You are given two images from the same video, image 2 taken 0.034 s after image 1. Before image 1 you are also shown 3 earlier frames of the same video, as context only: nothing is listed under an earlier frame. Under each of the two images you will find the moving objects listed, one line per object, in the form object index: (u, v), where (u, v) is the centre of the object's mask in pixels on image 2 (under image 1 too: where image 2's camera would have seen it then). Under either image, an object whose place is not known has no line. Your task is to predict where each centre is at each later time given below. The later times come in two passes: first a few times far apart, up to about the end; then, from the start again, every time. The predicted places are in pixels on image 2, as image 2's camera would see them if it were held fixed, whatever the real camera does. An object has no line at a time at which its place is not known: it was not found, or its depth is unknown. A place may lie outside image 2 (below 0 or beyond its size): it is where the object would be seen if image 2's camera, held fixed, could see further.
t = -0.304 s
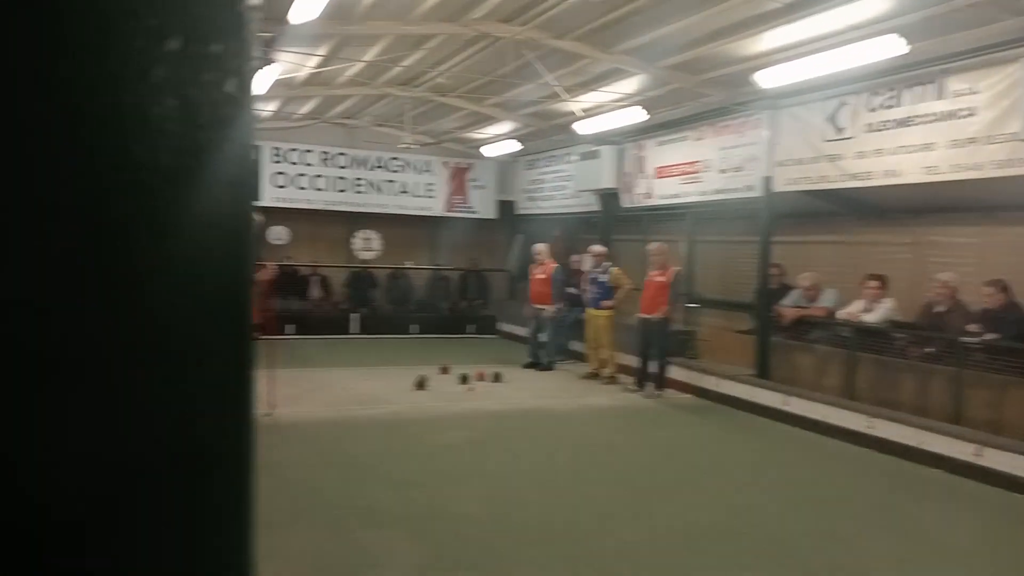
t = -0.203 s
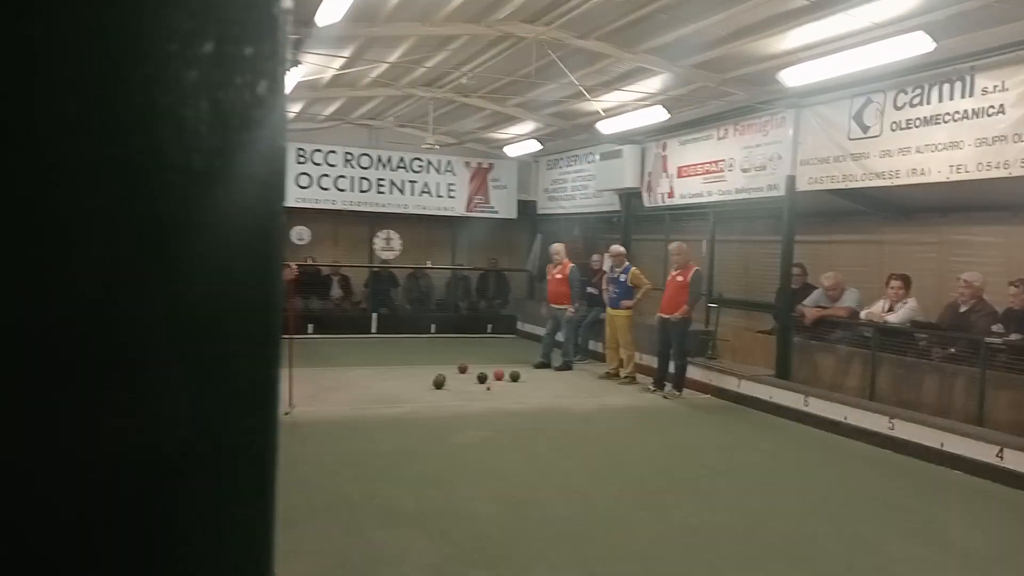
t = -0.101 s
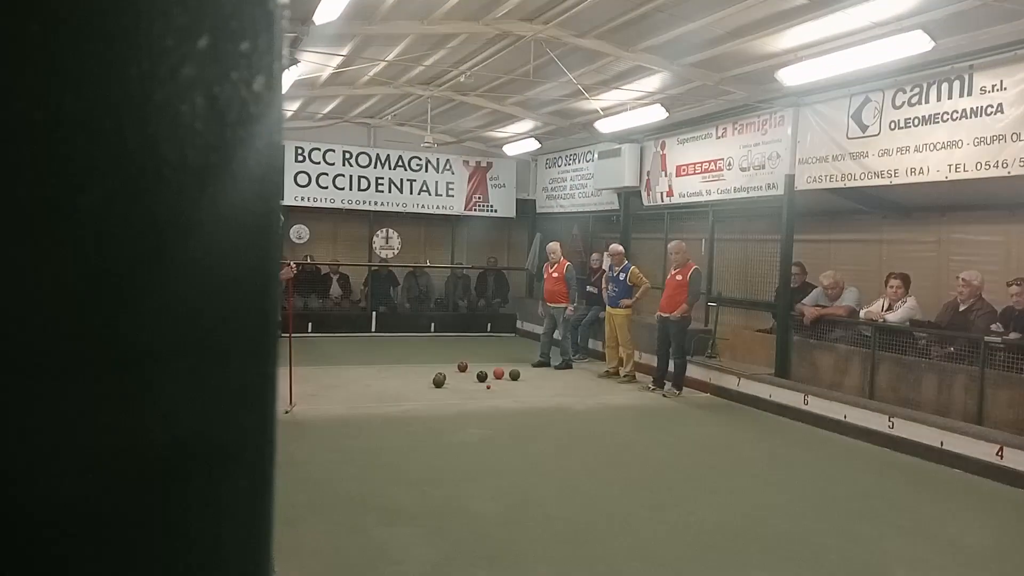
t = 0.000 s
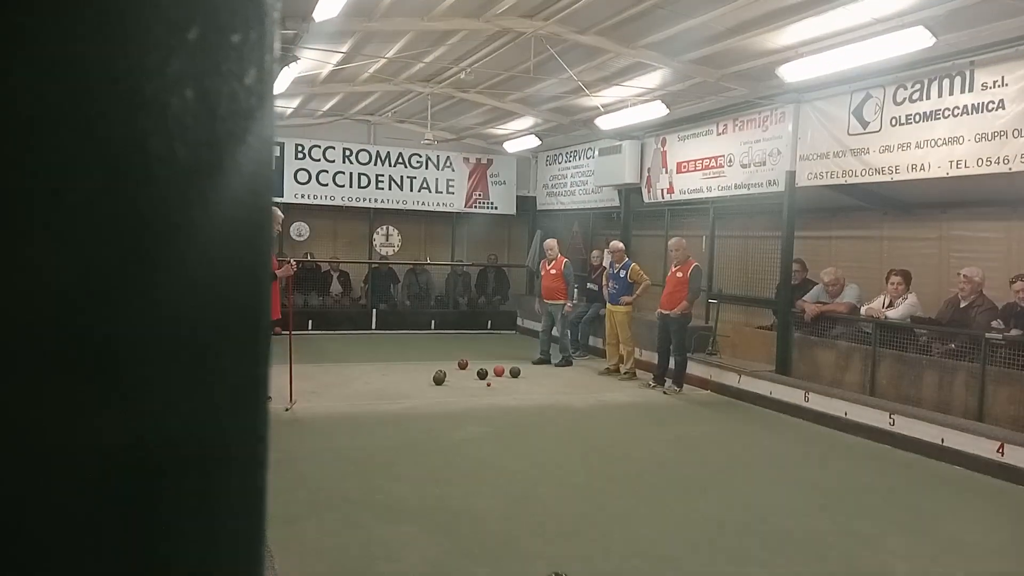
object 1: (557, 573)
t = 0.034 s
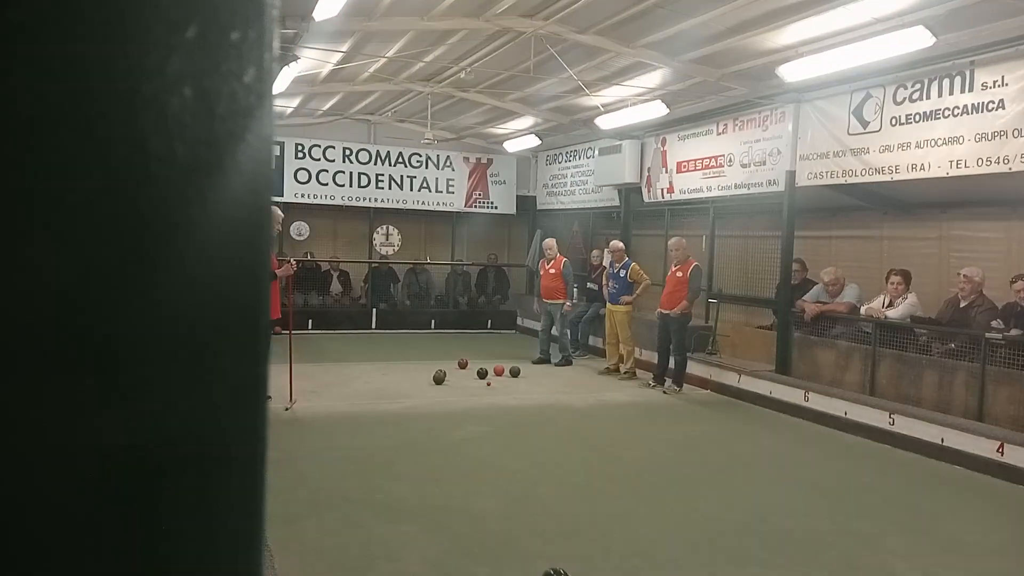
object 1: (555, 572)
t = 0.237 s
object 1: (545, 563)
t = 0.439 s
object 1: (537, 546)
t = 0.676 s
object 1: (528, 529)
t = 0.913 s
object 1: (521, 513)
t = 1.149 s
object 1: (514, 500)
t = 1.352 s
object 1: (508, 490)
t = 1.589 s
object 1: (503, 479)
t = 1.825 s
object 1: (498, 469)
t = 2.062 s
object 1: (494, 461)
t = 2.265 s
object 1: (491, 454)
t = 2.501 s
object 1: (487, 448)
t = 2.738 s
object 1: (484, 441)
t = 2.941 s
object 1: (482, 436)
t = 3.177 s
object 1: (480, 431)
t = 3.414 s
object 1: (477, 427)
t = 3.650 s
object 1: (475, 422)
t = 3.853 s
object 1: (473, 419)
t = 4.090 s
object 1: (471, 415)
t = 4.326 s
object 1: (469, 412)
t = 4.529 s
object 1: (467, 409)
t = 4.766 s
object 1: (465, 406)
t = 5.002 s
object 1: (464, 404)
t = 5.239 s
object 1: (463, 402)
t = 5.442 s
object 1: (462, 399)
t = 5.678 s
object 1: (461, 397)
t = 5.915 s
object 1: (461, 396)
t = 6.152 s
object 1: (461, 394)
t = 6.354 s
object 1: (461, 392)
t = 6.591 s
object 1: (461, 391)
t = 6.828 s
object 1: (462, 390)
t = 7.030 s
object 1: (462, 389)
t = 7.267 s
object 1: (461, 388)
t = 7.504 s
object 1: (461, 387)
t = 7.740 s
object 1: (461, 387)
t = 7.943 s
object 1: (460, 386)
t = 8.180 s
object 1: (459, 386)
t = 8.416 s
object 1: (459, 386)
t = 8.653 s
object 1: (459, 385)
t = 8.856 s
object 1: (458, 385)
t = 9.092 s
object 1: (458, 385)
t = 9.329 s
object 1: (458, 385)
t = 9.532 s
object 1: (458, 385)
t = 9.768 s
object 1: (458, 385)
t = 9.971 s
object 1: (458, 385)
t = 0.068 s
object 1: (553, 571)
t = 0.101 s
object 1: (552, 569)
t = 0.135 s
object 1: (551, 568)
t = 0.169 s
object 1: (548, 566)
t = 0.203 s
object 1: (547, 564)
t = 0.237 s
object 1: (545, 563)
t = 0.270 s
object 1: (544, 561)
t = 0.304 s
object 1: (542, 558)
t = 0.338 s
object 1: (541, 555)
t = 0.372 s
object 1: (539, 552)
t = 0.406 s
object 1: (538, 549)
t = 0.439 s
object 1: (537, 546)
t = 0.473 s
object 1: (535, 543)
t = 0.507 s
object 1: (534, 541)
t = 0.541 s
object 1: (533, 538)
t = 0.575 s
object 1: (532, 536)
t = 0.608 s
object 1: (531, 533)
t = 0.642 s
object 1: (529, 531)
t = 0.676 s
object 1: (528, 529)
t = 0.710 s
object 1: (527, 526)
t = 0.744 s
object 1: (526, 523)
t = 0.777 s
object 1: (525, 521)
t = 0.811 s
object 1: (524, 520)
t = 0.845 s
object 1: (523, 517)
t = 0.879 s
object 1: (522, 515)
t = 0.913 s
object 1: (521, 513)
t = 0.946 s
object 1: (520, 511)
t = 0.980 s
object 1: (519, 509)
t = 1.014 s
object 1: (518, 507)
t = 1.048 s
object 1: (517, 505)
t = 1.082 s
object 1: (516, 503)
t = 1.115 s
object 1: (515, 502)
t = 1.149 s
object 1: (514, 500)
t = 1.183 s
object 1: (513, 498)
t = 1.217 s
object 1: (512, 496)
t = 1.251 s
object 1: (511, 495)
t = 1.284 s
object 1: (510, 493)
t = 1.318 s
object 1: (509, 491)
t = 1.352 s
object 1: (508, 490)
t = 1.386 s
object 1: (507, 488)
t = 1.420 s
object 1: (506, 486)
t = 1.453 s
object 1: (506, 485)
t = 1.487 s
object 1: (505, 483)
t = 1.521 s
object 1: (504, 482)
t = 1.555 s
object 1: (504, 480)
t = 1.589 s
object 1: (503, 479)
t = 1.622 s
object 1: (502, 478)
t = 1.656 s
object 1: (501, 476)
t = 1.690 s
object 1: (501, 475)
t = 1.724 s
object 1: (500, 473)
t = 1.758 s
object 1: (499, 472)
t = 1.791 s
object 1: (499, 471)
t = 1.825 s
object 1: (498, 469)
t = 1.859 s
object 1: (497, 468)
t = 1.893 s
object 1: (497, 467)
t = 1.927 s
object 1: (496, 466)
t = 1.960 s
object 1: (495, 464)
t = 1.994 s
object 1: (495, 463)
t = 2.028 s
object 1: (494, 462)
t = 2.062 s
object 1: (494, 461)
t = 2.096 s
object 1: (493, 460)
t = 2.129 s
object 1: (493, 459)
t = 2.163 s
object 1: (492, 458)
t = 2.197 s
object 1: (492, 457)
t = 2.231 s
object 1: (491, 456)
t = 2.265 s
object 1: (491, 454)
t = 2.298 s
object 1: (490, 453)
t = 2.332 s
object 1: (489, 452)
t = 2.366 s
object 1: (489, 451)
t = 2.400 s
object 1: (489, 450)
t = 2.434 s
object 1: (488, 449)
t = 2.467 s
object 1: (488, 448)
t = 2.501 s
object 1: (487, 448)
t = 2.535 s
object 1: (487, 447)
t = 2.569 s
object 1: (486, 446)
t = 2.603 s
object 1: (486, 445)
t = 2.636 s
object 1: (486, 444)
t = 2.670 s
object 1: (485, 443)
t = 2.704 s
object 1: (485, 442)
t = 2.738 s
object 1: (484, 441)
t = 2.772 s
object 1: (484, 441)
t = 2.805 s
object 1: (484, 440)
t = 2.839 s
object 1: (483, 439)
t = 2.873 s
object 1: (483, 438)
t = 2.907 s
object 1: (482, 437)
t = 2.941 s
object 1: (482, 436)
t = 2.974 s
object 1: (482, 436)
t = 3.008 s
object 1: (481, 435)
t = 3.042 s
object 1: (481, 434)
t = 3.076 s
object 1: (481, 433)
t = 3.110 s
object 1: (480, 433)
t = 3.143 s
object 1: (480, 432)
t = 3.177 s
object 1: (480, 431)
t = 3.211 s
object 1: (479, 431)
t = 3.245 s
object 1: (479, 430)
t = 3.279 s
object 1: (479, 429)
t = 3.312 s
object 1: (478, 429)
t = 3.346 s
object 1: (478, 428)
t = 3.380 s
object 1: (478, 427)
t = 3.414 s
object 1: (477, 427)
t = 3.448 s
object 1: (477, 426)
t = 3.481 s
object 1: (477, 425)
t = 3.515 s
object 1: (476, 425)
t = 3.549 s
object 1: (476, 424)
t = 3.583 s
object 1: (476, 423)
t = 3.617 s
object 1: (475, 423)
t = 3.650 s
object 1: (475, 422)
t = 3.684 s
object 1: (475, 422)
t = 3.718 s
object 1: (474, 421)
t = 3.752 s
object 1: (474, 420)
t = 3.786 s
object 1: (474, 420)
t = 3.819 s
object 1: (473, 419)
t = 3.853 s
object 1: (473, 419)
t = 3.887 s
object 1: (473, 418)
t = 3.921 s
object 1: (472, 418)
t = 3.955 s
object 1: (472, 417)
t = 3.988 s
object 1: (472, 417)
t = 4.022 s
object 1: (471, 416)
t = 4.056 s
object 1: (471, 416)
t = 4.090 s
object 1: (471, 415)
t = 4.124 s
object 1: (470, 415)
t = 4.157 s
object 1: (470, 414)
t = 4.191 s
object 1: (470, 414)
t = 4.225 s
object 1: (470, 413)
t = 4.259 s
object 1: (469, 413)
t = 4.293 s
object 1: (469, 412)
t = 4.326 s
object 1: (469, 412)
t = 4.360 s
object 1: (468, 411)
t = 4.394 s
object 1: (468, 411)
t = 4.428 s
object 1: (468, 411)
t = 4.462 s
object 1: (468, 410)
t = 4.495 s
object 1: (467, 410)
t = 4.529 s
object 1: (467, 409)
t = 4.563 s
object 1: (467, 409)
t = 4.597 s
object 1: (466, 409)
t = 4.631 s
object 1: (466, 408)
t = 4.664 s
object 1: (466, 408)
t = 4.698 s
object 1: (466, 407)
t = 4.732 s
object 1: (466, 407)
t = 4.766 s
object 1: (465, 406)
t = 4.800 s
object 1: (465, 406)
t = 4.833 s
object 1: (465, 406)
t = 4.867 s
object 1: (465, 405)
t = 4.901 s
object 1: (465, 405)
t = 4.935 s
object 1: (464, 405)
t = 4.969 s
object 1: (464, 404)
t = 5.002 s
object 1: (464, 404)
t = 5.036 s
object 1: (464, 403)
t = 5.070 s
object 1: (464, 403)
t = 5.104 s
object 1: (463, 403)
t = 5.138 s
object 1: (463, 403)
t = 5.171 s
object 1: (463, 402)
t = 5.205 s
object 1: (463, 402)
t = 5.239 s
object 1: (463, 402)
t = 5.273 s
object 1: (463, 401)
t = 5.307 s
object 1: (462, 401)
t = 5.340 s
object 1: (462, 400)
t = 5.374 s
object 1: (462, 400)
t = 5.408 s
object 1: (462, 400)
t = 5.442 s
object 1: (462, 399)
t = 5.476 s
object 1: (462, 399)
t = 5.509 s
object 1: (462, 399)
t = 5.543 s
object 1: (462, 398)
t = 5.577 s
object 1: (462, 398)
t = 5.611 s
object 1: (462, 398)
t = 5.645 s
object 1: (462, 398)
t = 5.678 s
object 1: (461, 397)
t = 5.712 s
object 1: (462, 397)
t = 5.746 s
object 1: (461, 397)
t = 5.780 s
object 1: (461, 397)
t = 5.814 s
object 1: (461, 396)
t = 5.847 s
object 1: (461, 396)
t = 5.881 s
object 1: (461, 396)
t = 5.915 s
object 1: (461, 396)
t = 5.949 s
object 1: (461, 395)
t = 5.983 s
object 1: (461, 395)
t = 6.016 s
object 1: (461, 395)
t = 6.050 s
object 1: (461, 395)
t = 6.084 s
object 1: (461, 394)
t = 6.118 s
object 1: (461, 394)
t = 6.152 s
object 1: (461, 394)
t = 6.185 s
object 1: (461, 394)
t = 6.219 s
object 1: (461, 394)
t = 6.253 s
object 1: (461, 393)
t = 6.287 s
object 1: (461, 393)
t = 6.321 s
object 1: (461, 393)
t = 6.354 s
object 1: (461, 392)
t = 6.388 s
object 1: (461, 392)
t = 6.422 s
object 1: (461, 392)
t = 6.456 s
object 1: (461, 392)
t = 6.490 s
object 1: (461, 392)
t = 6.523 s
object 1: (461, 392)
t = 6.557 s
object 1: (461, 391)
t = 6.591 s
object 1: (461, 391)
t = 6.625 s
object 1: (461, 391)
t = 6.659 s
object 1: (461, 391)
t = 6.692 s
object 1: (462, 391)
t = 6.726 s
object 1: (462, 391)
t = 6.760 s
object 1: (462, 390)
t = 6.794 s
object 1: (462, 390)
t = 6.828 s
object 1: (462, 390)
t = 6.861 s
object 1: (462, 390)
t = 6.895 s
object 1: (462, 390)
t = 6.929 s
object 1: (461, 390)
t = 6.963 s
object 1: (461, 389)
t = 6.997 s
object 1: (462, 389)
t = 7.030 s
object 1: (462, 389)
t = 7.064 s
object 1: (461, 389)
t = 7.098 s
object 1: (461, 389)
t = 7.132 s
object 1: (461, 389)
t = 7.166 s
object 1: (461, 389)
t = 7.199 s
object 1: (461, 388)
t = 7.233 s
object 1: (461, 388)
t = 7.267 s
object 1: (461, 388)
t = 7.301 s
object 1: (461, 388)
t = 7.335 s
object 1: (461, 388)
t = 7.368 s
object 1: (461, 388)
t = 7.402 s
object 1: (461, 388)
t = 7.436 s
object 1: (461, 388)
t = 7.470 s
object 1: (461, 388)
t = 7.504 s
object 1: (461, 387)
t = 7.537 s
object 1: (461, 387)
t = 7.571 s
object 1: (461, 387)
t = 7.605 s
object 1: (461, 387)
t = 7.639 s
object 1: (461, 387)
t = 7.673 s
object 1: (461, 387)
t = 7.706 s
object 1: (461, 387)
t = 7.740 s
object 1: (461, 387)
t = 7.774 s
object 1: (460, 387)
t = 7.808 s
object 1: (460, 387)
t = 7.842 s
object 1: (460, 386)
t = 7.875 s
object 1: (460, 386)
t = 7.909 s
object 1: (460, 386)
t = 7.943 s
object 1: (460, 386)
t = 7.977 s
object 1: (460, 386)
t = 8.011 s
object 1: (460, 386)
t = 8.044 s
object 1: (460, 386)
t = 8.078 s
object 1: (460, 386)
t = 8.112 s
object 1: (460, 386)
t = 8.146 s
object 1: (460, 386)
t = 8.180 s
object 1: (459, 386)
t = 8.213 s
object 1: (459, 386)
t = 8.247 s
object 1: (459, 386)
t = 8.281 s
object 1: (459, 386)
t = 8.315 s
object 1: (459, 386)
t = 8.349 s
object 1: (459, 386)
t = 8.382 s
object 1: (459, 386)
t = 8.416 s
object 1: (459, 386)
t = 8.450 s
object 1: (459, 386)
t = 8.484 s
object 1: (459, 386)
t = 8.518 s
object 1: (459, 386)
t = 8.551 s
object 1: (459, 386)
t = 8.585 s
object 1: (459, 385)
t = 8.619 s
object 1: (458, 385)
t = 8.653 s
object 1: (459, 385)
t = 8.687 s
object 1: (458, 385)
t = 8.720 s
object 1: (459, 385)
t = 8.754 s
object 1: (459, 385)
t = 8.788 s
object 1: (459, 385)
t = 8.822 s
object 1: (459, 385)
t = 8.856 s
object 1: (458, 385)
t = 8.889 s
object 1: (459, 385)
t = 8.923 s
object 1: (459, 385)
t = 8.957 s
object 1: (458, 385)
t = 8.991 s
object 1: (459, 385)
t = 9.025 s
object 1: (458, 385)
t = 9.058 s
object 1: (458, 385)
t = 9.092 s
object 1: (458, 385)
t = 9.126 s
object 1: (458, 385)
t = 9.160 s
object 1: (458, 385)
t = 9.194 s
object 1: (458, 385)
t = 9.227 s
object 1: (458, 385)
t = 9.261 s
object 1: (458, 385)
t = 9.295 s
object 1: (458, 385)
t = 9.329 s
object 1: (458, 385)
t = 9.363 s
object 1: (458, 385)
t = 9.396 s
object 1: (458, 385)
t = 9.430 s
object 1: (458, 385)
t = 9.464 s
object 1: (458, 385)
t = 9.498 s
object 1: (458, 385)
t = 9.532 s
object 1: (458, 385)
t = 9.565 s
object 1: (458, 385)
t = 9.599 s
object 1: (458, 385)
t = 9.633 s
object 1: (458, 385)
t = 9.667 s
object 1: (458, 385)
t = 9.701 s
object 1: (458, 385)
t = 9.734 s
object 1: (458, 385)
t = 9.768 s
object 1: (458, 385)
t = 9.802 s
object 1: (458, 385)
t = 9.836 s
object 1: (458, 385)
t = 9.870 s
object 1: (458, 385)
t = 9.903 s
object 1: (458, 385)
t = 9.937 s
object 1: (458, 385)
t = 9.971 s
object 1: (458, 385)
